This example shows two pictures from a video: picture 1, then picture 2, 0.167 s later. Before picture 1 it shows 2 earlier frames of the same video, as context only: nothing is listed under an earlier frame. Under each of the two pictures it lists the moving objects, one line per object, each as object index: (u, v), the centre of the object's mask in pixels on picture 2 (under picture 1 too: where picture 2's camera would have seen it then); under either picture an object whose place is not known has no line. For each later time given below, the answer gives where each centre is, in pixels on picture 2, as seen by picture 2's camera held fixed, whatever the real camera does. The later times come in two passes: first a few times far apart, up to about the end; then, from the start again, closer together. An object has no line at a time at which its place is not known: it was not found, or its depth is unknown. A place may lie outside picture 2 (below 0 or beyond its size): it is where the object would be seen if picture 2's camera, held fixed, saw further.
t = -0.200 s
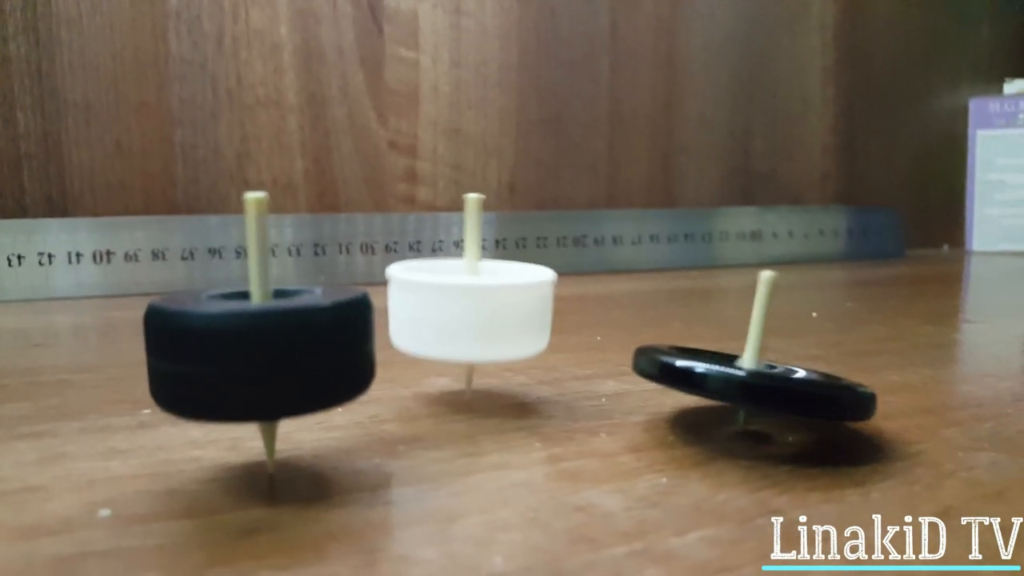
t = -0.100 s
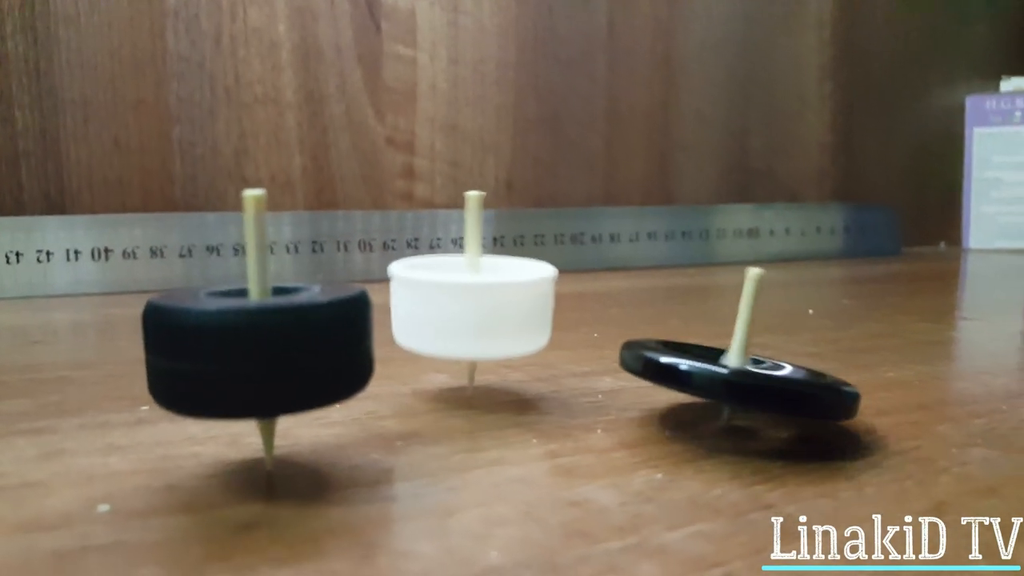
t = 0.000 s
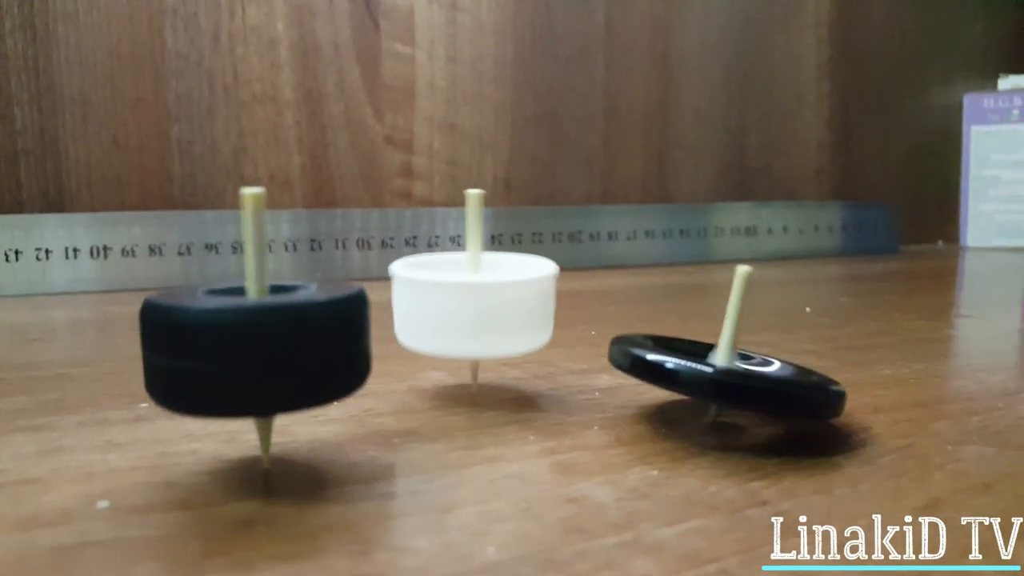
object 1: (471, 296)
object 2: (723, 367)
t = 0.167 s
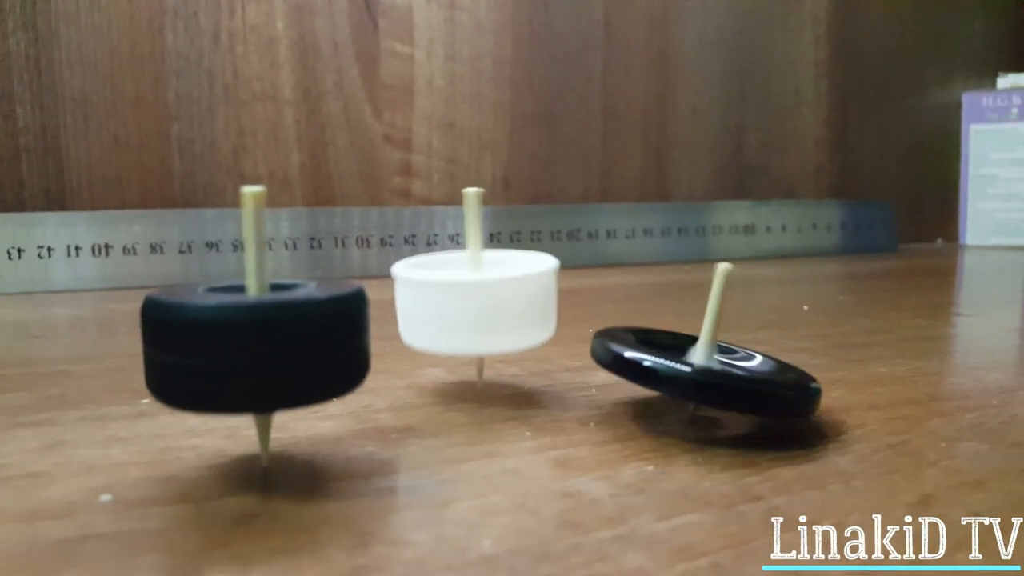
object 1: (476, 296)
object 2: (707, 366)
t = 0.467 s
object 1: (487, 298)
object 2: (689, 362)
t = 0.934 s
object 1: (476, 302)
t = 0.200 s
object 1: (477, 296)
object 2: (705, 366)
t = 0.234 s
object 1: (479, 296)
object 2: (703, 366)
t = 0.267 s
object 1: (480, 296)
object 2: (700, 365)
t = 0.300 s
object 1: (482, 297)
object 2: (698, 365)
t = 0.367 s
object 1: (486, 297)
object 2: (694, 364)
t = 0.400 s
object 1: (487, 298)
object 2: (692, 363)
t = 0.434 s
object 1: (486, 298)
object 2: (690, 363)
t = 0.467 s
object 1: (487, 298)
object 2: (689, 362)
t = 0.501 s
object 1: (487, 298)
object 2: (687, 361)
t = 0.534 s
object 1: (488, 299)
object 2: (686, 361)
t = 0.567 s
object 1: (489, 299)
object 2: (685, 360)
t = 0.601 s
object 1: (489, 300)
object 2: (683, 360)
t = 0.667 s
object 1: (489, 300)
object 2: (682, 358)
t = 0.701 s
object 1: (487, 300)
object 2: (682, 358)
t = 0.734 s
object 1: (486, 301)
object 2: (682, 358)
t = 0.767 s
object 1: (484, 301)
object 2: (682, 357)
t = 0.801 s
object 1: (482, 301)
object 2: (682, 357)
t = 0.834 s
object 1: (481, 301)
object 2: (682, 356)
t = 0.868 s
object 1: (479, 302)
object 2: (683, 356)
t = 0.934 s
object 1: (476, 302)
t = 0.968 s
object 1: (474, 302)
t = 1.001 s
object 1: (473, 302)
